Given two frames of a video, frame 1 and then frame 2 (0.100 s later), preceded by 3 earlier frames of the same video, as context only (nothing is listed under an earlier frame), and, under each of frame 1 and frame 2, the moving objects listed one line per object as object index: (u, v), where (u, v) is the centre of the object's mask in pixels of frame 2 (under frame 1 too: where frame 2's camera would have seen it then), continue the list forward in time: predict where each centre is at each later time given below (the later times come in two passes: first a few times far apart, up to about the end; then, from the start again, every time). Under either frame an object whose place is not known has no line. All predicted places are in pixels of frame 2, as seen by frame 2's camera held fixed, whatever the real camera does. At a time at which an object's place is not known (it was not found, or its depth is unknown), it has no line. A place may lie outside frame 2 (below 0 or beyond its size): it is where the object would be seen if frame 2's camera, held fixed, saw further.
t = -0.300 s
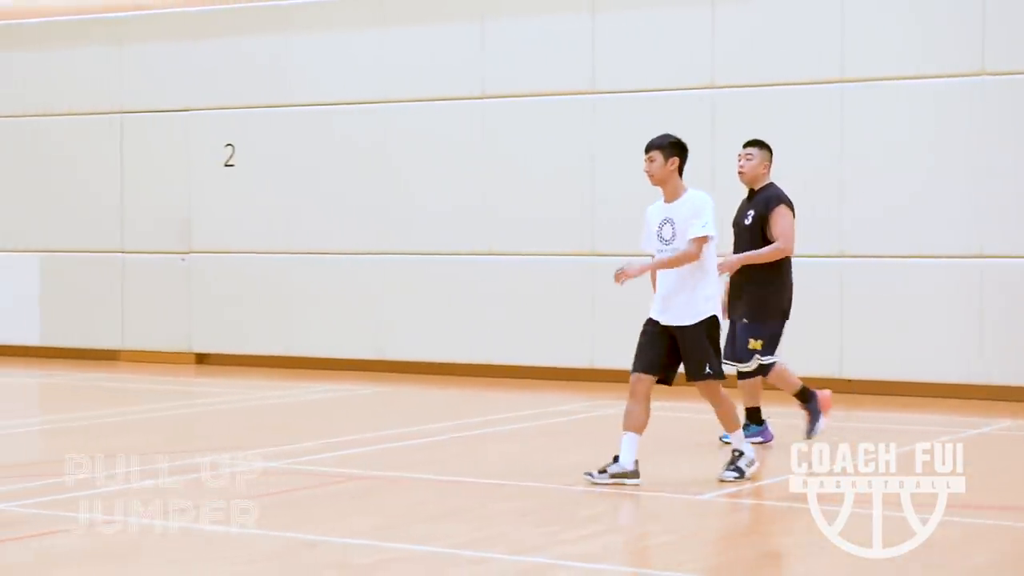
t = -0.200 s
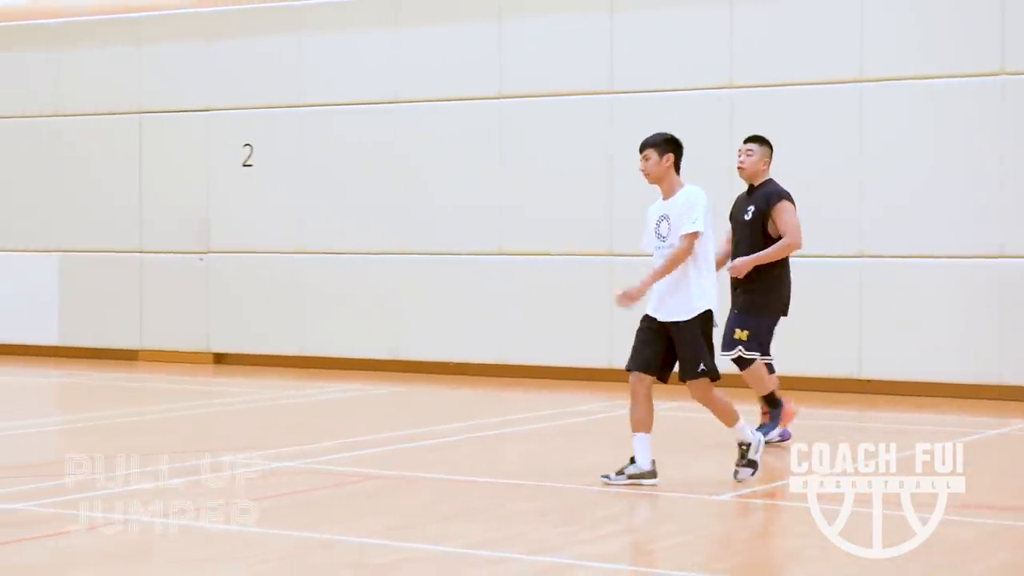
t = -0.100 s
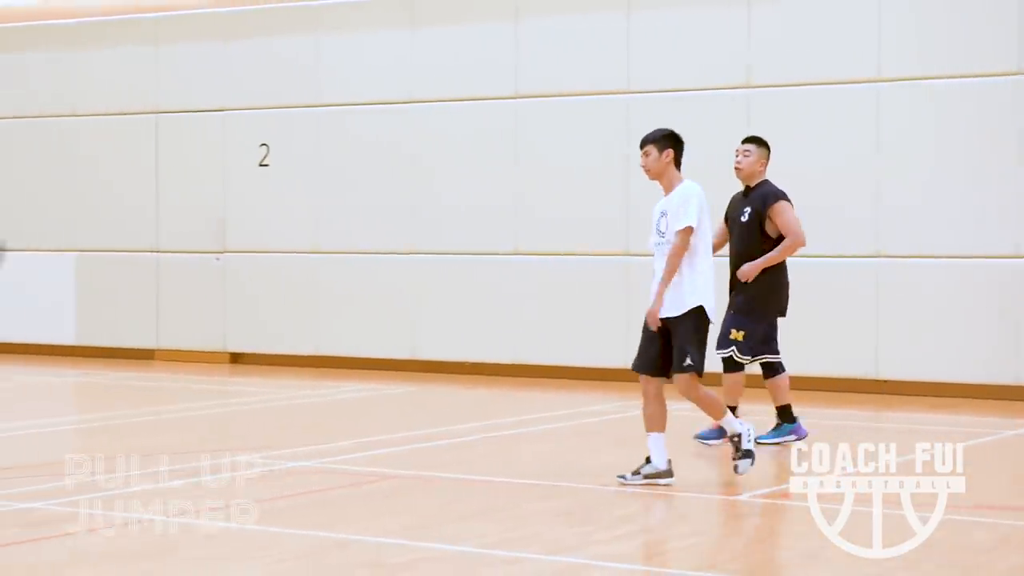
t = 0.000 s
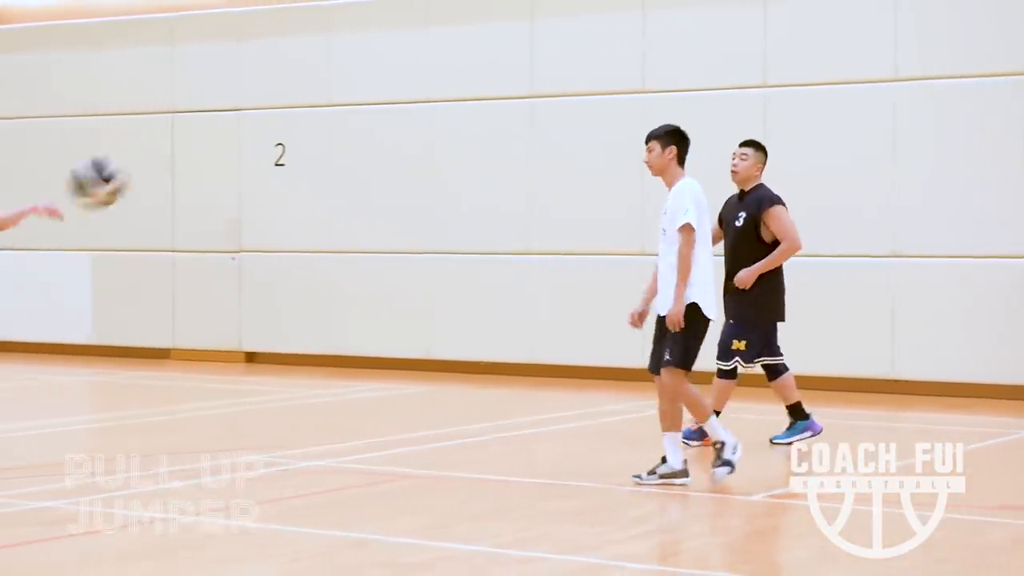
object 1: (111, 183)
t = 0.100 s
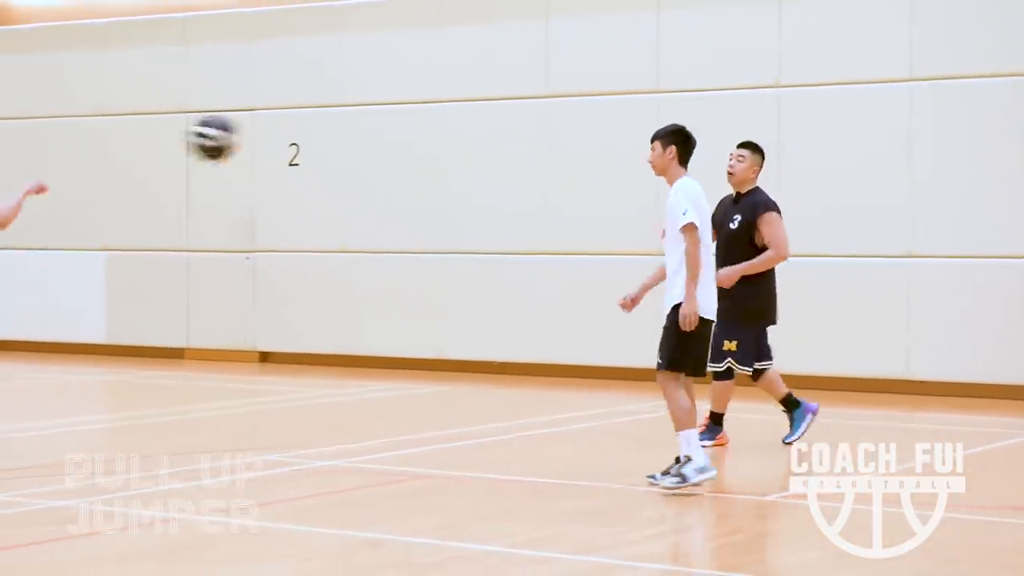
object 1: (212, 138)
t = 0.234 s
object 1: (341, 112)
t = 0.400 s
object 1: (477, 126)
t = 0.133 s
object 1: (247, 130)
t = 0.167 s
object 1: (282, 121)
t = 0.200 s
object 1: (311, 116)
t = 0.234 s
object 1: (341, 112)
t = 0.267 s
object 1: (368, 111)
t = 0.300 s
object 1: (397, 113)
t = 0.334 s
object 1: (423, 116)
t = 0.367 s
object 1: (451, 120)
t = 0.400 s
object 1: (477, 126)
